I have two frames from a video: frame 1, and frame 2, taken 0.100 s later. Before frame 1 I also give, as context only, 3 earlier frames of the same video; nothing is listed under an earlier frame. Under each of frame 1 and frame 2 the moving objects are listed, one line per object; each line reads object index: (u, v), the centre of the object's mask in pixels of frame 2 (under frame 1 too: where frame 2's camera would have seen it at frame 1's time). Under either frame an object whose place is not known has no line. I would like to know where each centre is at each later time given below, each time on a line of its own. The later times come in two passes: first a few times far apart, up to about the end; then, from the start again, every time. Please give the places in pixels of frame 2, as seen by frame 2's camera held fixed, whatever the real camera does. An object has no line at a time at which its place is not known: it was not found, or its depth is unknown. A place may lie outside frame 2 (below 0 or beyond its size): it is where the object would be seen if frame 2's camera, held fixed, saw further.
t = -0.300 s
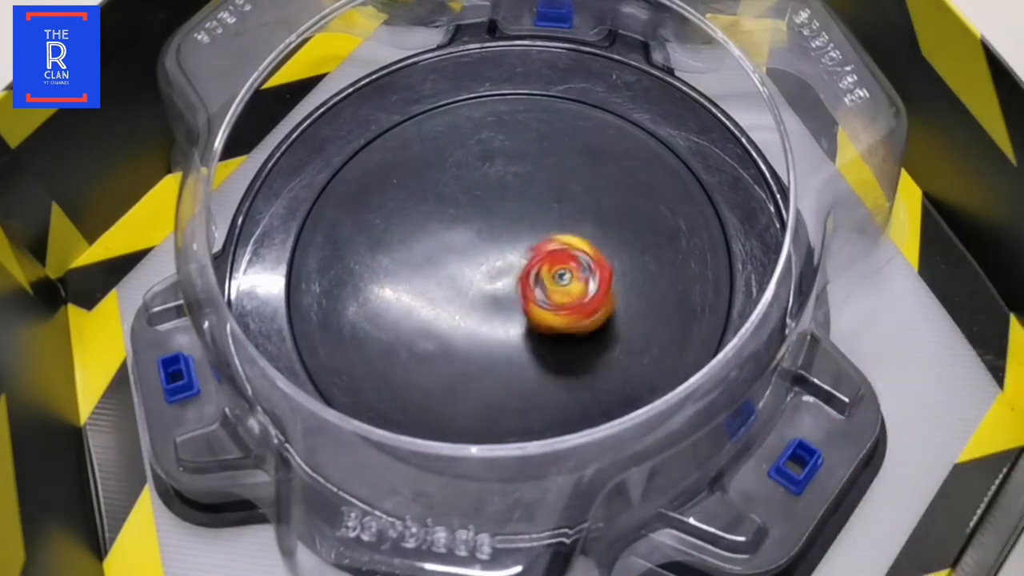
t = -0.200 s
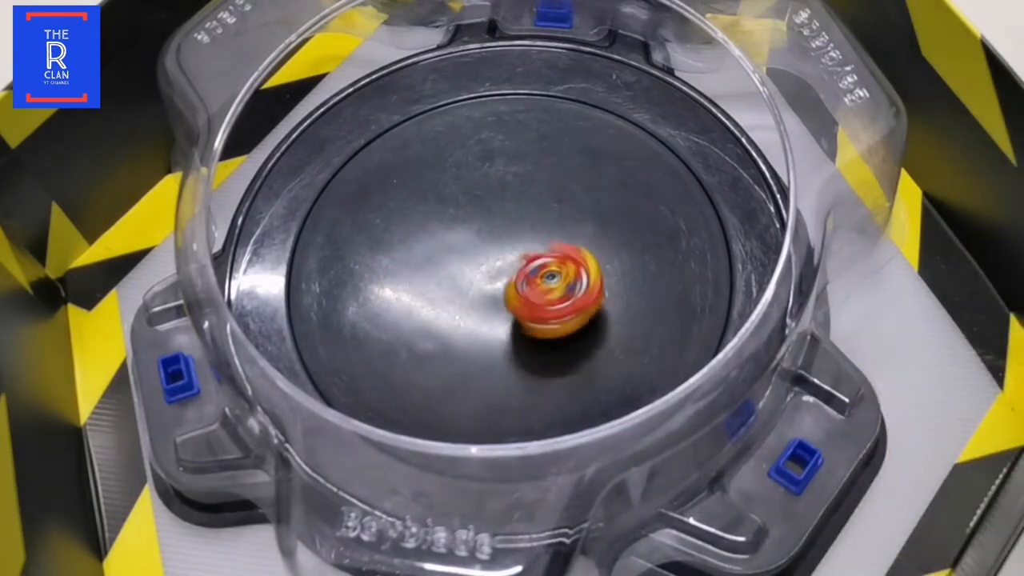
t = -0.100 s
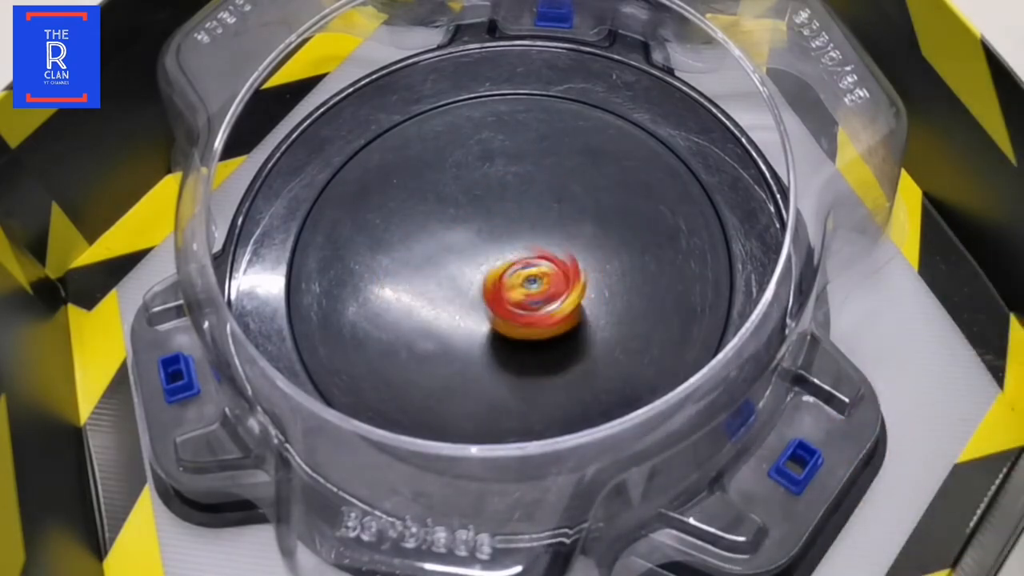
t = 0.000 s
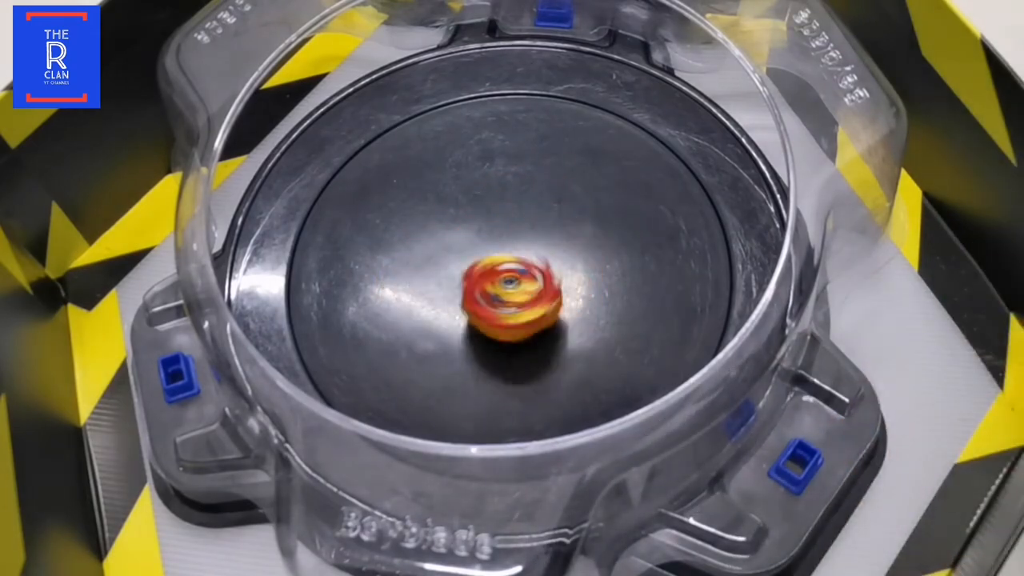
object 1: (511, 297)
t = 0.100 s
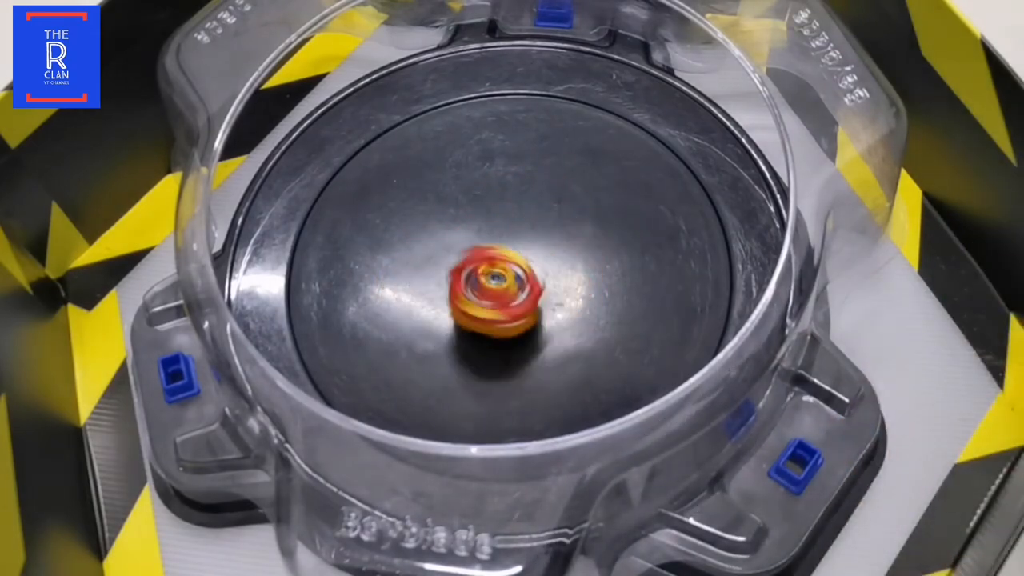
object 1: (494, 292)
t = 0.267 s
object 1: (478, 272)
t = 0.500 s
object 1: (480, 244)
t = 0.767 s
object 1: (501, 258)
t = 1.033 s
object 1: (482, 289)
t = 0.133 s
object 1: (491, 291)
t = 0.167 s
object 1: (485, 286)
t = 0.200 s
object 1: (482, 282)
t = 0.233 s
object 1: (478, 278)
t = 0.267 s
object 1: (478, 272)
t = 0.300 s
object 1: (474, 266)
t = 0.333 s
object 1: (472, 258)
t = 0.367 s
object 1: (474, 253)
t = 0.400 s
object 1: (474, 249)
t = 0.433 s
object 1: (479, 246)
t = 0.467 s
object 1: (480, 246)
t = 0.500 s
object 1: (480, 244)
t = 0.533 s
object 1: (482, 244)
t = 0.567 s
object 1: (483, 244)
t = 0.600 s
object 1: (487, 245)
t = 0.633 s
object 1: (488, 245)
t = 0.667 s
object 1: (492, 246)
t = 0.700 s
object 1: (495, 249)
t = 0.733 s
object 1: (499, 253)
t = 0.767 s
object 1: (501, 258)
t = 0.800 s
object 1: (499, 265)
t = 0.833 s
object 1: (500, 268)
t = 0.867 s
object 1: (497, 272)
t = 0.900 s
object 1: (496, 273)
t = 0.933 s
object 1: (496, 276)
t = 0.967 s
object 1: (491, 281)
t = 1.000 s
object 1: (488, 284)
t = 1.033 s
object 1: (482, 289)
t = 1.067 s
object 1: (476, 292)
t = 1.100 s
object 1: (472, 295)
